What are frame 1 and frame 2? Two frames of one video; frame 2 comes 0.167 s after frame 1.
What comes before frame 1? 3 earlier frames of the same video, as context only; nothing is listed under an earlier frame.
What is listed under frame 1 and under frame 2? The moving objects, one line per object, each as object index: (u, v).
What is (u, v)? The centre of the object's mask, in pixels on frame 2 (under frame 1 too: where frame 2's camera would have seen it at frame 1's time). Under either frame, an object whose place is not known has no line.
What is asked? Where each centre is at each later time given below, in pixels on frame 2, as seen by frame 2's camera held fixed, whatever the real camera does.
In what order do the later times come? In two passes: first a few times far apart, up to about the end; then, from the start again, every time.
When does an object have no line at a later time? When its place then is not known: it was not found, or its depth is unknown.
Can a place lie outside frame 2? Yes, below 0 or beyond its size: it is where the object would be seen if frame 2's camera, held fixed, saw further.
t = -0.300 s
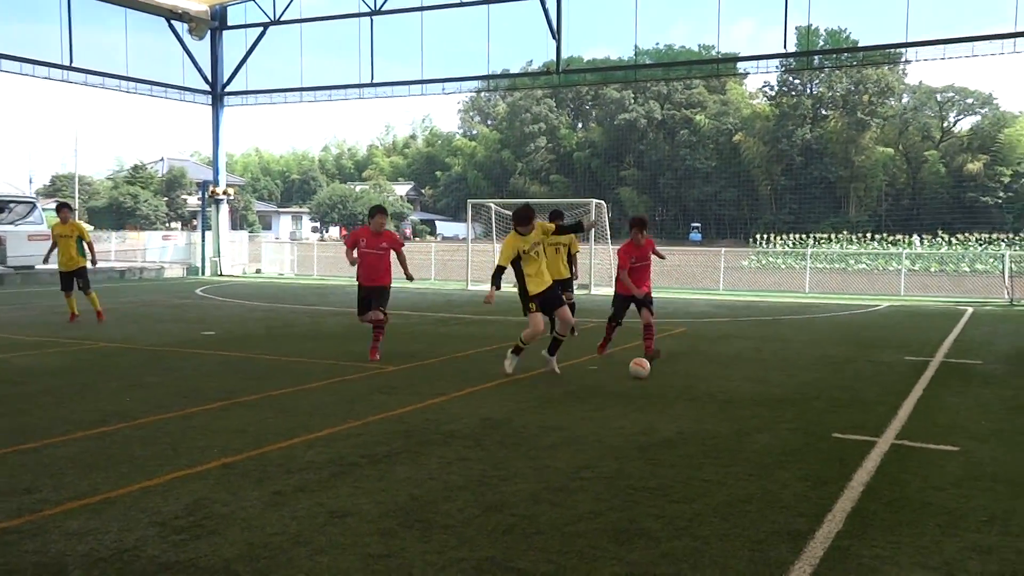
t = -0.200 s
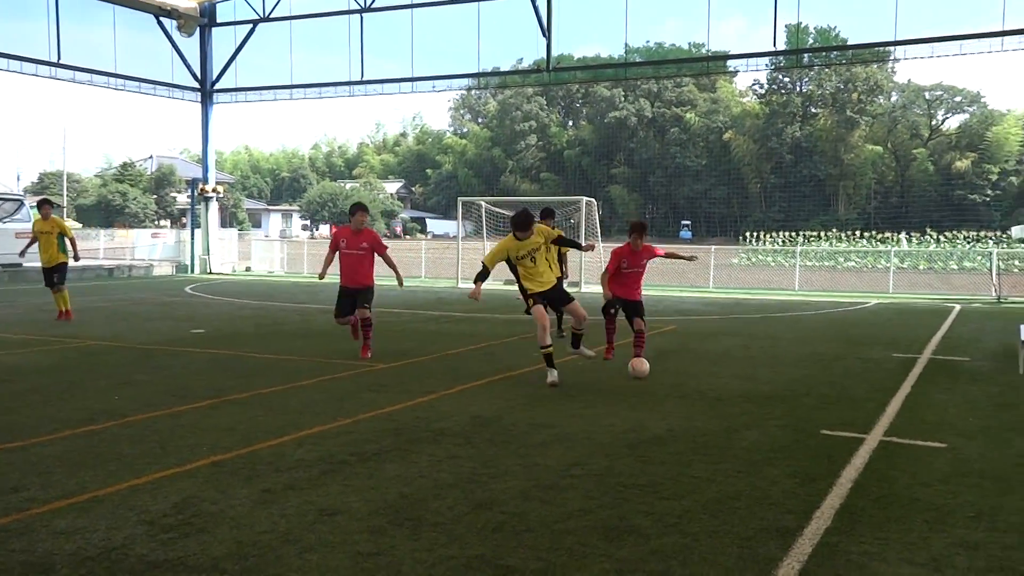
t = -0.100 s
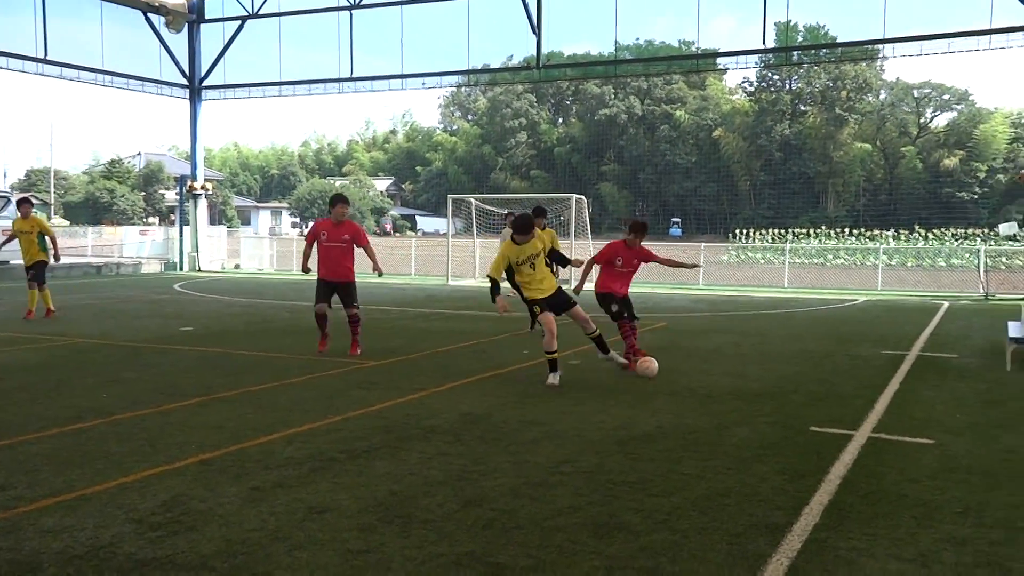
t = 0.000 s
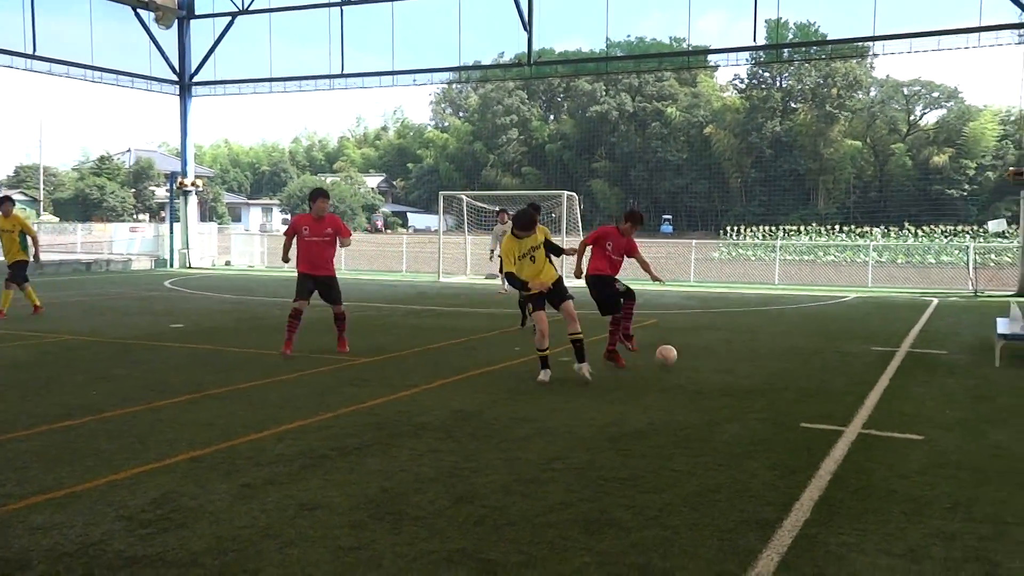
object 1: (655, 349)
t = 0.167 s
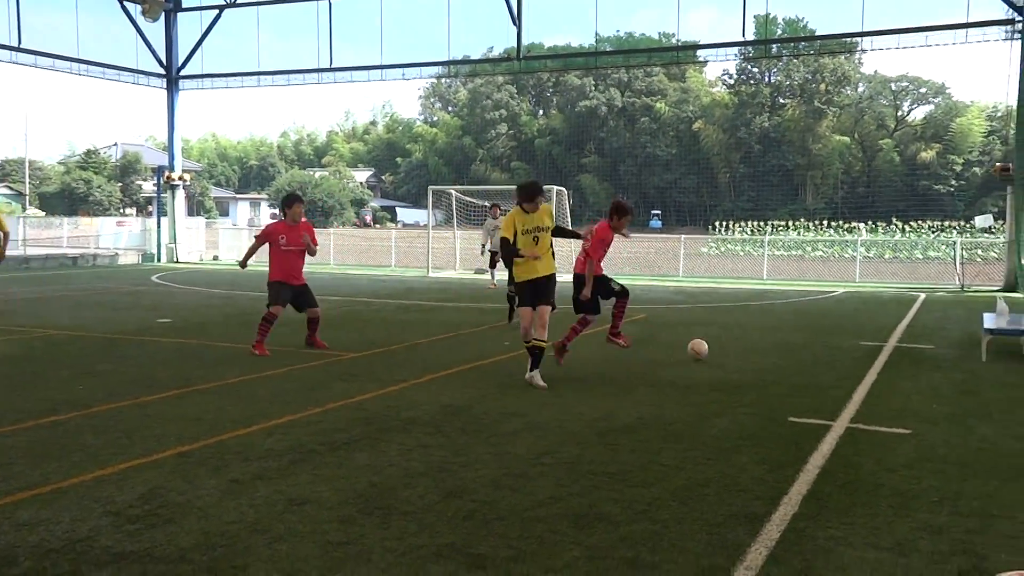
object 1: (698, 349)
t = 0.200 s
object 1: (706, 348)
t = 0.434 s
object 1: (758, 344)
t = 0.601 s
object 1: (792, 340)
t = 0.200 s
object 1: (706, 348)
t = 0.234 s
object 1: (714, 348)
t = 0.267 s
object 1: (721, 347)
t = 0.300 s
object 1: (729, 346)
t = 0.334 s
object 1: (737, 346)
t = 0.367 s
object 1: (744, 345)
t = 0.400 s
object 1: (751, 345)
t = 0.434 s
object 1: (758, 344)
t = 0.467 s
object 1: (765, 343)
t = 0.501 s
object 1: (772, 343)
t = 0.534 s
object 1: (779, 341)
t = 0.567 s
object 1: (785, 341)
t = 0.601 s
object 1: (792, 340)
